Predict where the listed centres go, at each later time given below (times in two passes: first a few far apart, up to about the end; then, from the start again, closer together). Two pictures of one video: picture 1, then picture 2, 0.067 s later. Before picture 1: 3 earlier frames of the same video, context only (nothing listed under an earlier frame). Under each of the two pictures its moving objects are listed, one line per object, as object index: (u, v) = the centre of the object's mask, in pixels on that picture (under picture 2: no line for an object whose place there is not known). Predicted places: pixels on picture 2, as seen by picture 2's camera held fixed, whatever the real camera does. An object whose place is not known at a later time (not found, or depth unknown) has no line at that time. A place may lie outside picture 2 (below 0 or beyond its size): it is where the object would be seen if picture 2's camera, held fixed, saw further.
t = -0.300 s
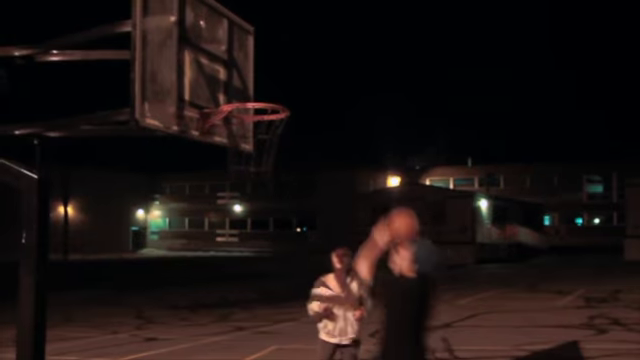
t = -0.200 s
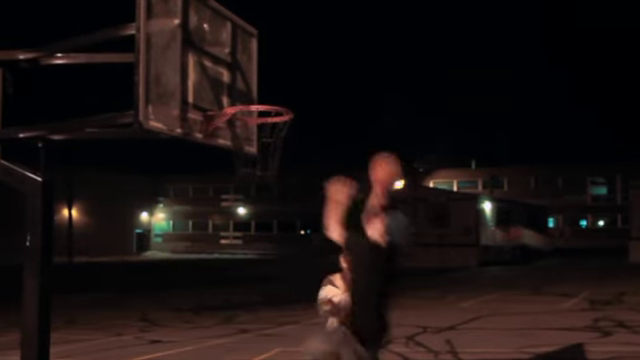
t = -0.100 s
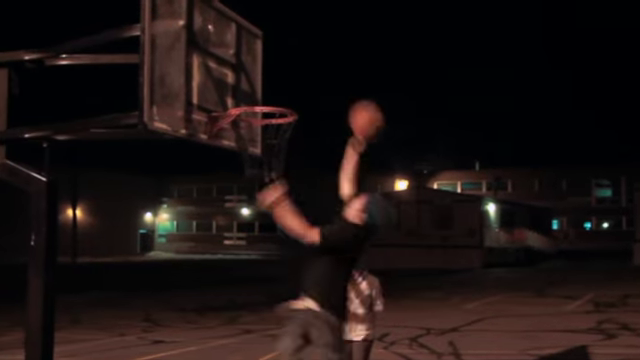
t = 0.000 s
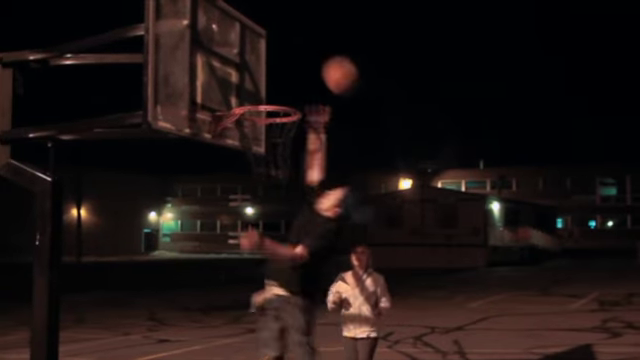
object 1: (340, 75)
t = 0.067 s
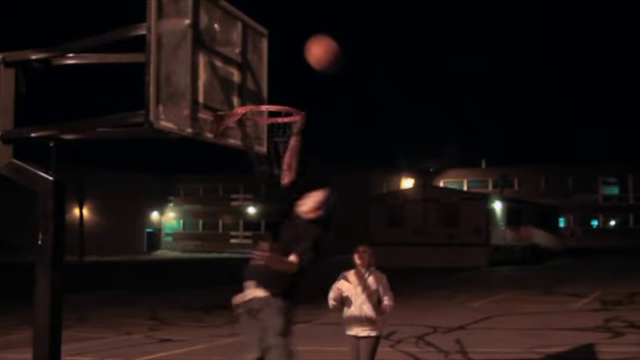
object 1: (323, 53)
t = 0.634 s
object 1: (284, 95)
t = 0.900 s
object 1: (282, 119)
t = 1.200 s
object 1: (247, 160)
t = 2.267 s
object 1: (208, 297)
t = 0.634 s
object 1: (284, 95)
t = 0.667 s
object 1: (283, 99)
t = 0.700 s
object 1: (267, 104)
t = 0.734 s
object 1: (257, 107)
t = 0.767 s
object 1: (252, 110)
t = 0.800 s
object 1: (256, 111)
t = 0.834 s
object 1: (263, 111)
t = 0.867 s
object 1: (270, 116)
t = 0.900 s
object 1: (282, 119)
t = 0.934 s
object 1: (282, 124)
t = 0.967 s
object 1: (275, 126)
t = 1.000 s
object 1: (265, 134)
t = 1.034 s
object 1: (261, 142)
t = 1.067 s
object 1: (258, 148)
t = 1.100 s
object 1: (257, 152)
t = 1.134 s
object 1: (252, 155)
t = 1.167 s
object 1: (251, 158)
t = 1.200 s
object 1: (247, 160)
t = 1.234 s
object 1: (246, 162)
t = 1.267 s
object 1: (244, 164)
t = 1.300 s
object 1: (243, 166)
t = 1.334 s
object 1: (242, 172)
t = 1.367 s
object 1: (238, 178)
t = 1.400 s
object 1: (239, 187)
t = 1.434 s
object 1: (237, 195)
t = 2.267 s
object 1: (208, 297)
